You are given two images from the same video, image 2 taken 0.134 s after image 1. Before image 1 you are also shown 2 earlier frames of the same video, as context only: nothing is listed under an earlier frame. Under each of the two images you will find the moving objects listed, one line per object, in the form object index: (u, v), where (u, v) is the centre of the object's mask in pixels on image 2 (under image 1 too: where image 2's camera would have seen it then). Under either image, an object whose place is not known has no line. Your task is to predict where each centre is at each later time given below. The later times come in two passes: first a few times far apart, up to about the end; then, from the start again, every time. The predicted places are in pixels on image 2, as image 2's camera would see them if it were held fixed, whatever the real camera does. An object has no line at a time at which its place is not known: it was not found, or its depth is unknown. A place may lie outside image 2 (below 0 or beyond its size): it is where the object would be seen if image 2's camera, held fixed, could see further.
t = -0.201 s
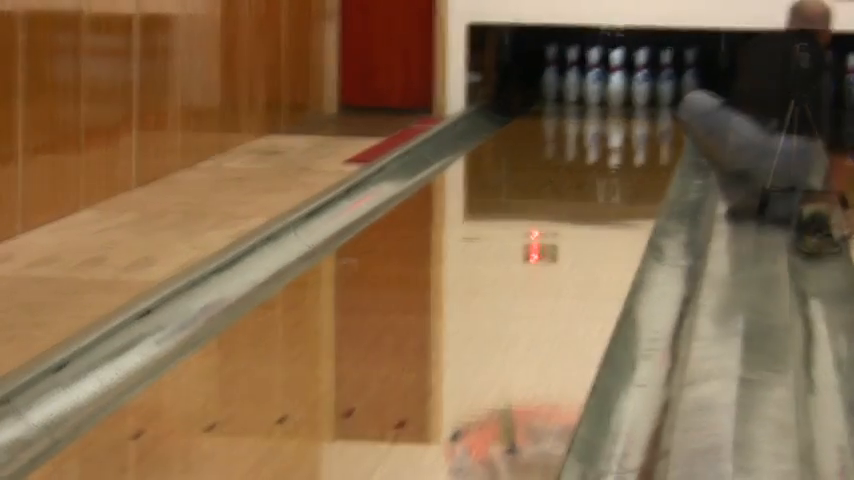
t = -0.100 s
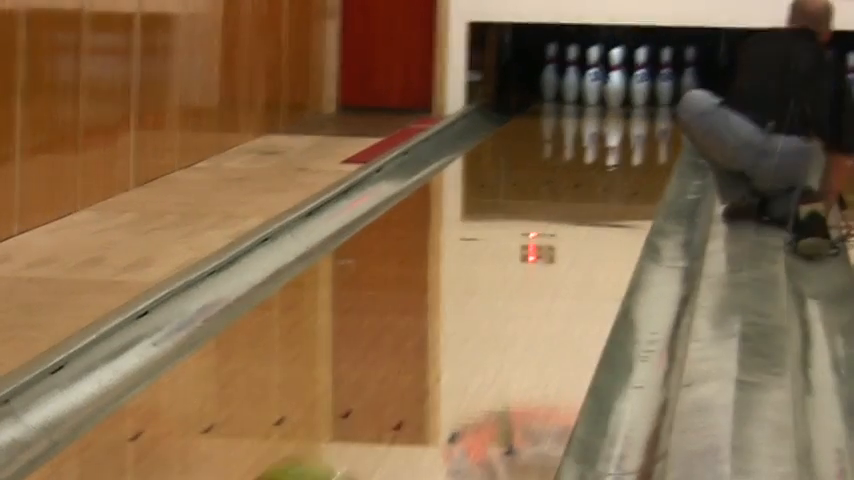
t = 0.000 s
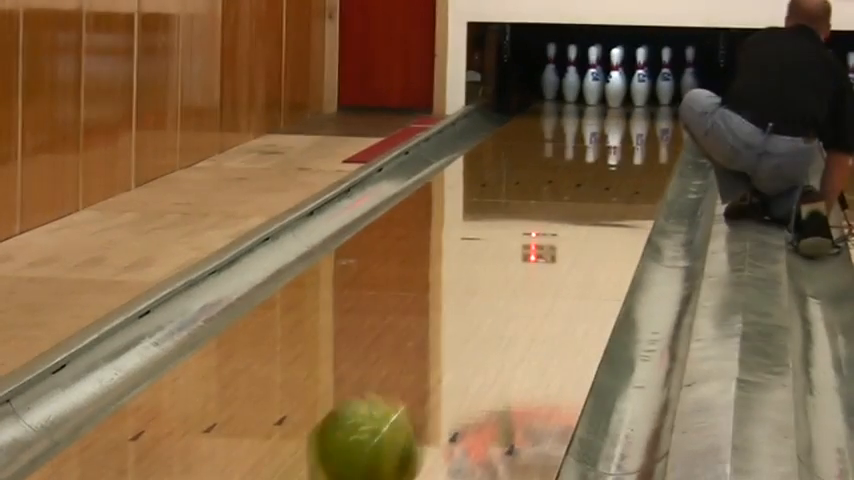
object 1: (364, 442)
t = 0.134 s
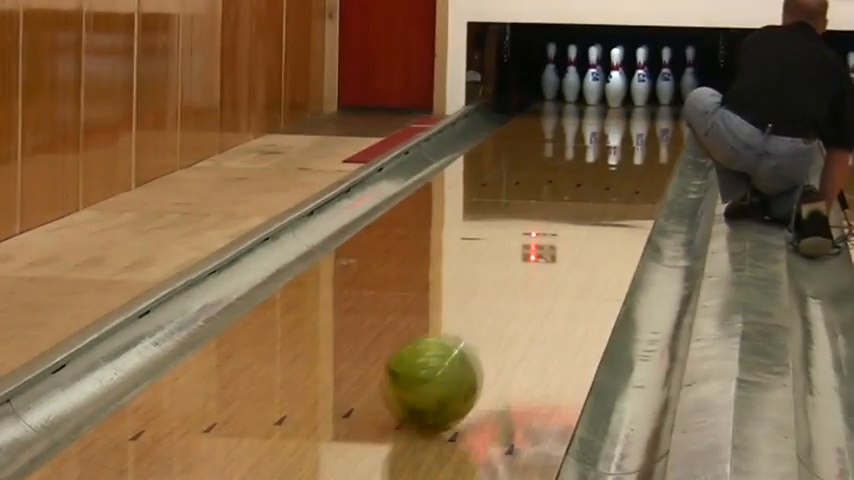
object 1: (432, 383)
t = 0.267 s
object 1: (481, 328)
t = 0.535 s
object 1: (550, 252)
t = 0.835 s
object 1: (595, 196)
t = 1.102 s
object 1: (620, 164)
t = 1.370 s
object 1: (635, 136)
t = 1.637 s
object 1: (637, 117)
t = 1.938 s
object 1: (625, 97)
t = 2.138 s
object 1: (617, 89)
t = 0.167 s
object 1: (446, 367)
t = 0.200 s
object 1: (458, 353)
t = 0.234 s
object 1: (470, 340)
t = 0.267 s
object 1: (481, 328)
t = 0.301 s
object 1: (492, 316)
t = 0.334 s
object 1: (502, 305)
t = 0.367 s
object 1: (510, 296)
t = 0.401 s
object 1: (519, 286)
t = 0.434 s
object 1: (528, 276)
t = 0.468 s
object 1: (535, 268)
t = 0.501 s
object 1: (542, 260)
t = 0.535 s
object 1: (550, 252)
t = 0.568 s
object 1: (555, 245)
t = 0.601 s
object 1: (563, 237)
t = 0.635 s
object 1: (568, 231)
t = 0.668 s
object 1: (573, 224)
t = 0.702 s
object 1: (578, 218)
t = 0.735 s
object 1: (584, 212)
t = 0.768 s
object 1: (589, 206)
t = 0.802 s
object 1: (592, 201)
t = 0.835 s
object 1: (595, 196)
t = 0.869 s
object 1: (600, 192)
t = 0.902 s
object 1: (603, 188)
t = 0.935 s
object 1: (607, 183)
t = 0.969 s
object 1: (611, 179)
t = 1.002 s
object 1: (613, 176)
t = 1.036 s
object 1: (616, 172)
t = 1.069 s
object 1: (618, 168)
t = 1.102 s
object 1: (620, 164)
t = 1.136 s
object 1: (624, 159)
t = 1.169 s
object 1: (626, 155)
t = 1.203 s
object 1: (627, 152)
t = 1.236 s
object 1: (629, 148)
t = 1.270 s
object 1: (631, 145)
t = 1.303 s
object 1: (632, 141)
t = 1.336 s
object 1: (634, 138)
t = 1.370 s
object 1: (635, 136)
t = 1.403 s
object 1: (635, 133)
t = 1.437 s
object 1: (636, 130)
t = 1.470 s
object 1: (636, 128)
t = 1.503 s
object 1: (636, 126)
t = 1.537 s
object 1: (637, 123)
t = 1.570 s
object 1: (637, 121)
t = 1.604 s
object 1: (637, 119)
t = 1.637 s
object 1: (637, 117)
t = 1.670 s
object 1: (635, 112)
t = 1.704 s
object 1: (635, 110)
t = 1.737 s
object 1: (634, 108)
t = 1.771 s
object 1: (633, 107)
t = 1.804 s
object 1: (631, 103)
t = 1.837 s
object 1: (630, 102)
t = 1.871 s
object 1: (629, 100)
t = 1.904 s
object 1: (627, 98)
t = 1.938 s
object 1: (625, 97)
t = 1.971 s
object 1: (623, 96)
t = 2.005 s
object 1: (621, 95)
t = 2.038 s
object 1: (620, 91)
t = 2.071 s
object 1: (621, 91)
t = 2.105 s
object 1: (620, 90)
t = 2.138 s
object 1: (617, 89)
